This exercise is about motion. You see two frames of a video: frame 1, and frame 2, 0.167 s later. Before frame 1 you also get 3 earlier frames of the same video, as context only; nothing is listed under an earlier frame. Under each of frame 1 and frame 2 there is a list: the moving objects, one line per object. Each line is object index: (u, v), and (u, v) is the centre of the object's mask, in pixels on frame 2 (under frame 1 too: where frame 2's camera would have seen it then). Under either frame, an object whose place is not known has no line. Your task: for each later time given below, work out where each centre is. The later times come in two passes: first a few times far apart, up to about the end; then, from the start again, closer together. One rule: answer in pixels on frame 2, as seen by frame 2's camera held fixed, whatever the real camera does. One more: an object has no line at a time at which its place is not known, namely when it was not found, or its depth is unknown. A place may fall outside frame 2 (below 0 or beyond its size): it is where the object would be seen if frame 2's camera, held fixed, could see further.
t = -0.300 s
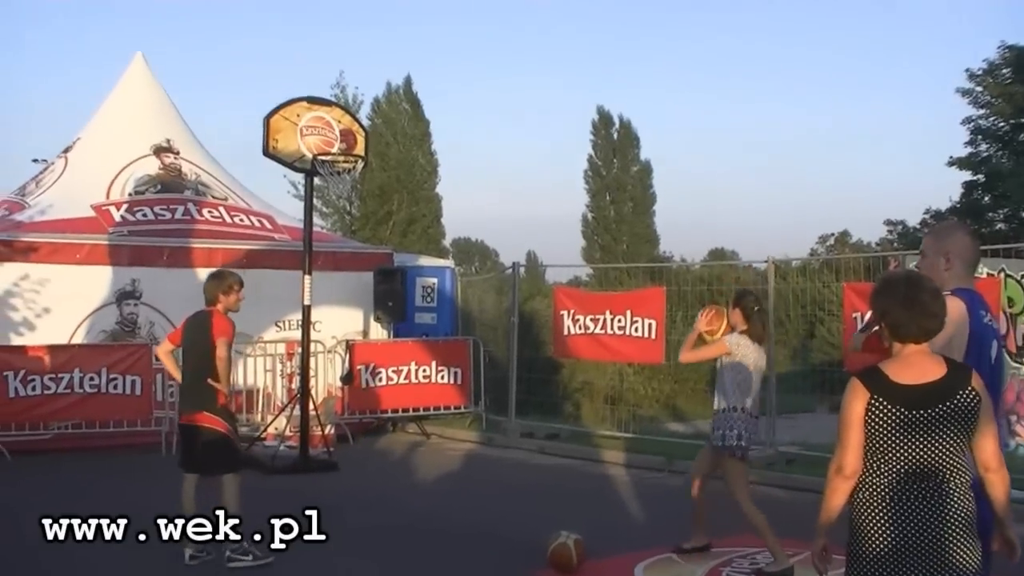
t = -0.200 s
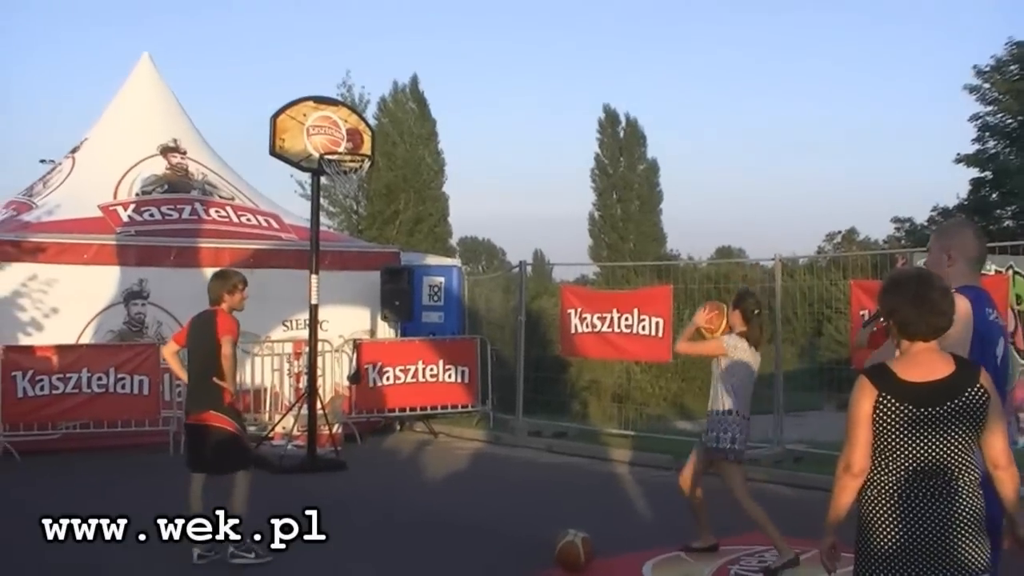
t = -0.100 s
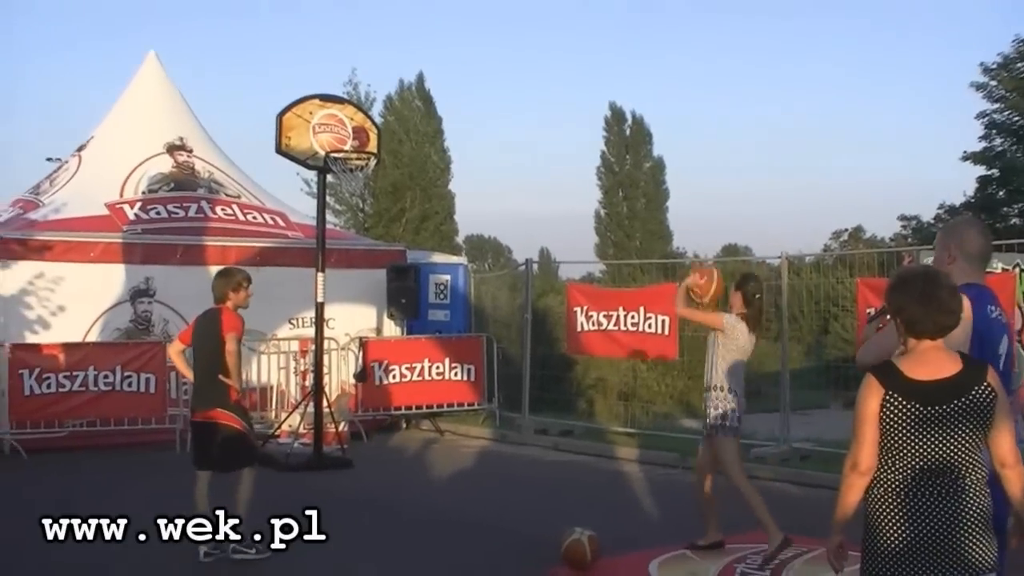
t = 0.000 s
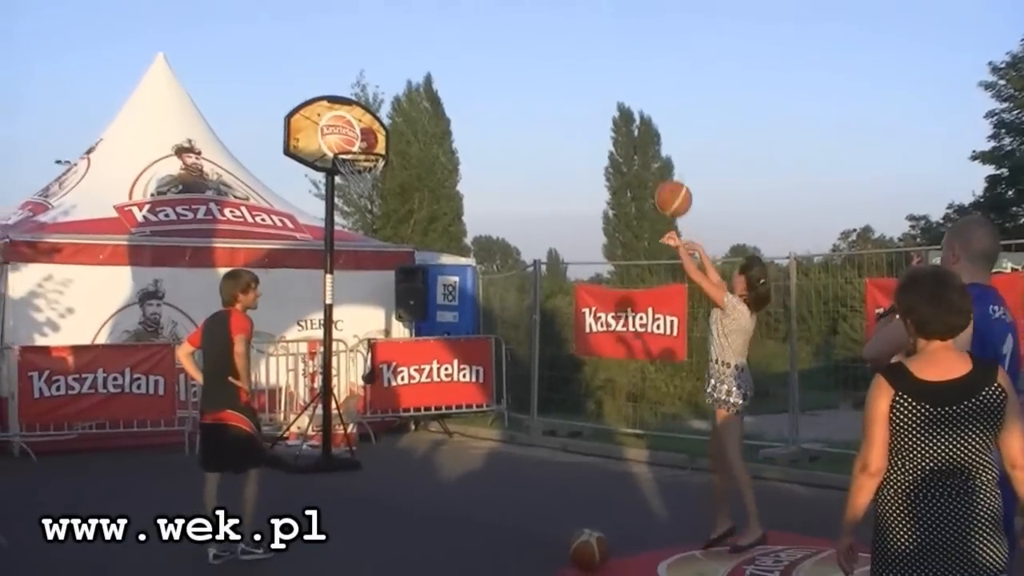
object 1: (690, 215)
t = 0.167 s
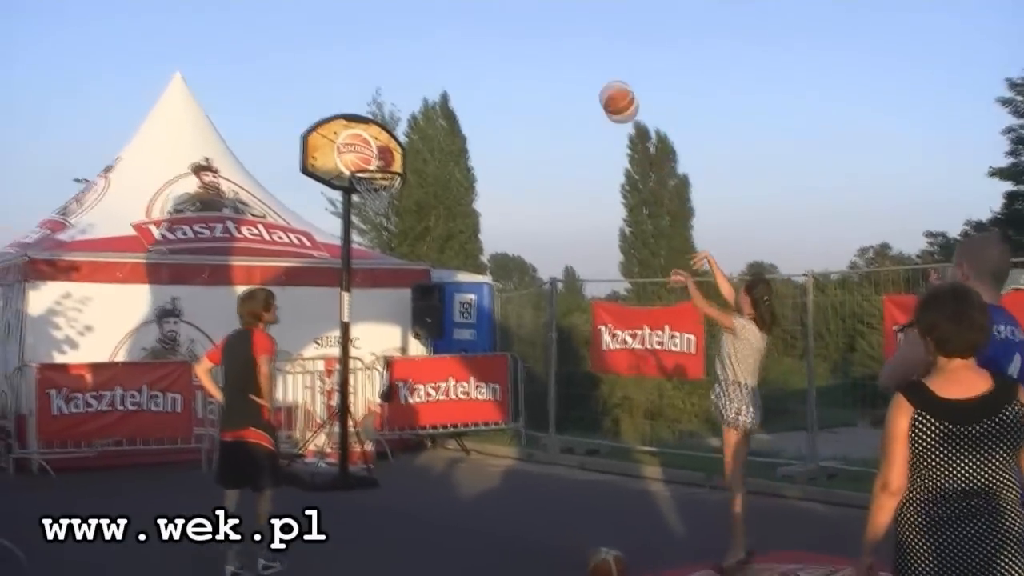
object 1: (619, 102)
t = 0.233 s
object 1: (593, 71)
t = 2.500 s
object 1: (597, 314)
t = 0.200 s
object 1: (607, 87)
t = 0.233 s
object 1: (593, 71)
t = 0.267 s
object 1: (582, 60)
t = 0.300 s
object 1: (571, 50)
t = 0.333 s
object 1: (559, 42)
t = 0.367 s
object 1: (549, 36)
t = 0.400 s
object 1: (539, 32)
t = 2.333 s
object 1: (559, 285)
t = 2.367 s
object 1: (567, 287)
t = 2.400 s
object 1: (574, 293)
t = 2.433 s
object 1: (581, 298)
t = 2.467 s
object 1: (589, 306)
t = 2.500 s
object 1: (597, 314)
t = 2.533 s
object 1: (604, 326)
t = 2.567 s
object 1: (612, 337)
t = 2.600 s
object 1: (620, 349)
